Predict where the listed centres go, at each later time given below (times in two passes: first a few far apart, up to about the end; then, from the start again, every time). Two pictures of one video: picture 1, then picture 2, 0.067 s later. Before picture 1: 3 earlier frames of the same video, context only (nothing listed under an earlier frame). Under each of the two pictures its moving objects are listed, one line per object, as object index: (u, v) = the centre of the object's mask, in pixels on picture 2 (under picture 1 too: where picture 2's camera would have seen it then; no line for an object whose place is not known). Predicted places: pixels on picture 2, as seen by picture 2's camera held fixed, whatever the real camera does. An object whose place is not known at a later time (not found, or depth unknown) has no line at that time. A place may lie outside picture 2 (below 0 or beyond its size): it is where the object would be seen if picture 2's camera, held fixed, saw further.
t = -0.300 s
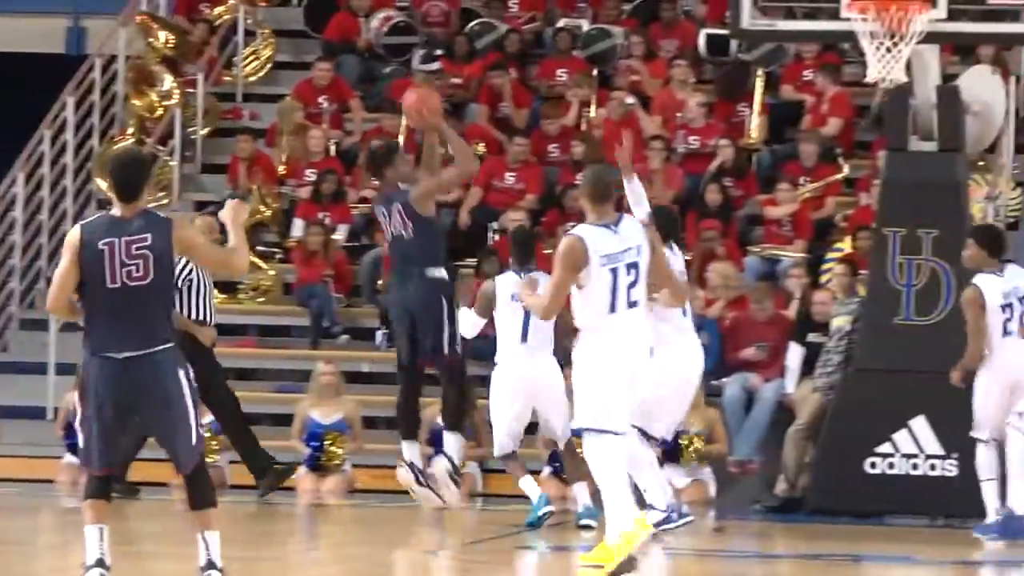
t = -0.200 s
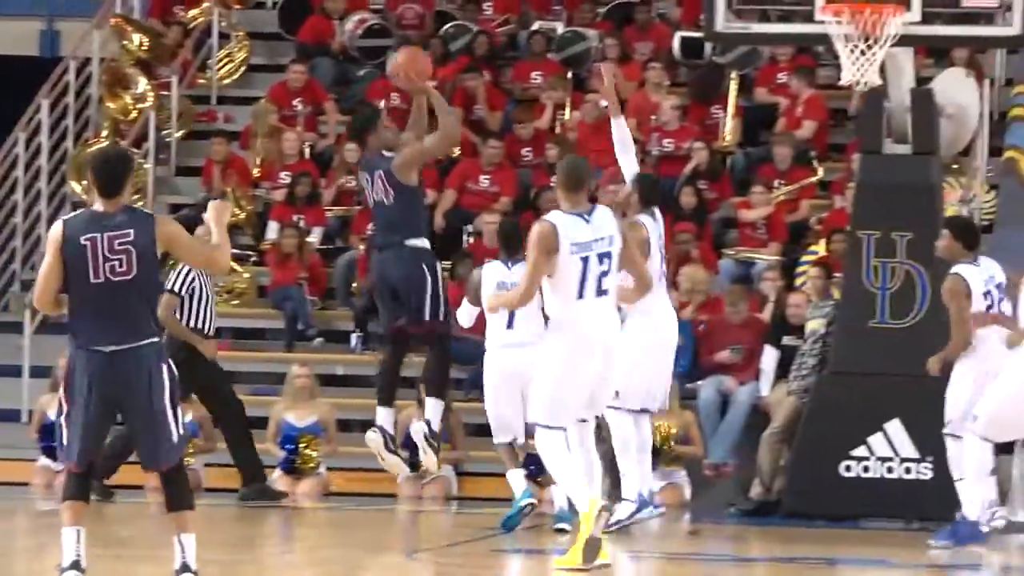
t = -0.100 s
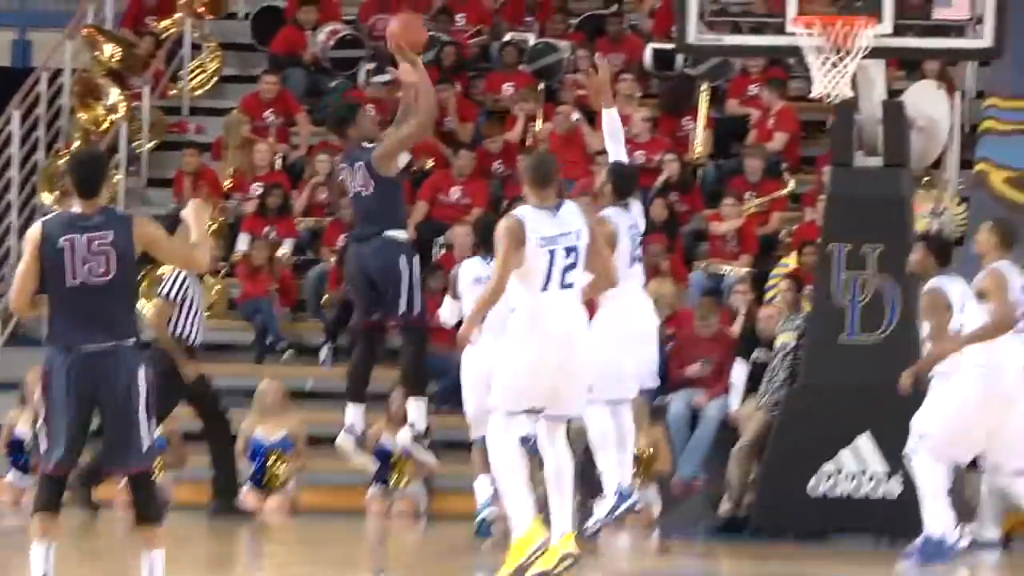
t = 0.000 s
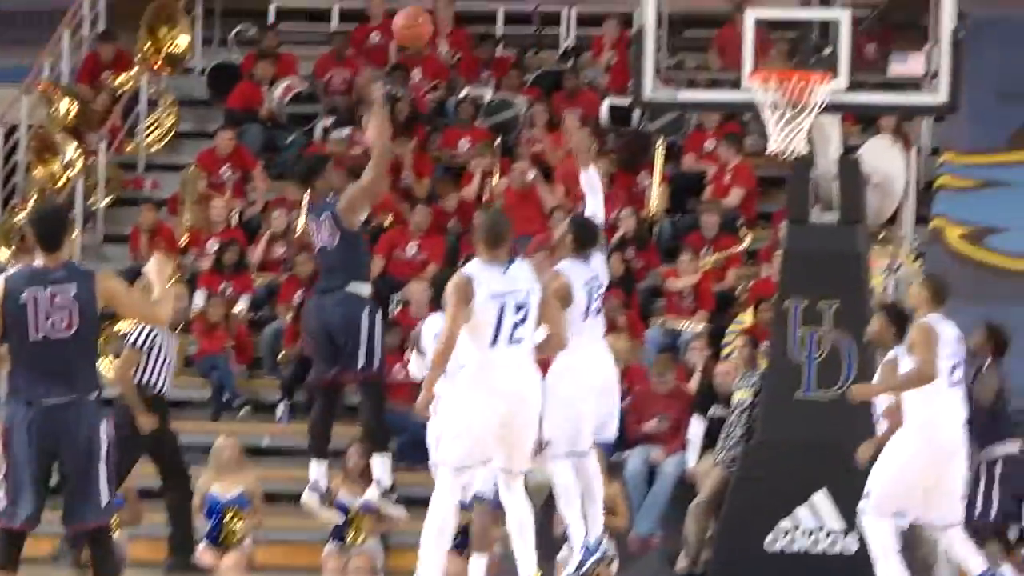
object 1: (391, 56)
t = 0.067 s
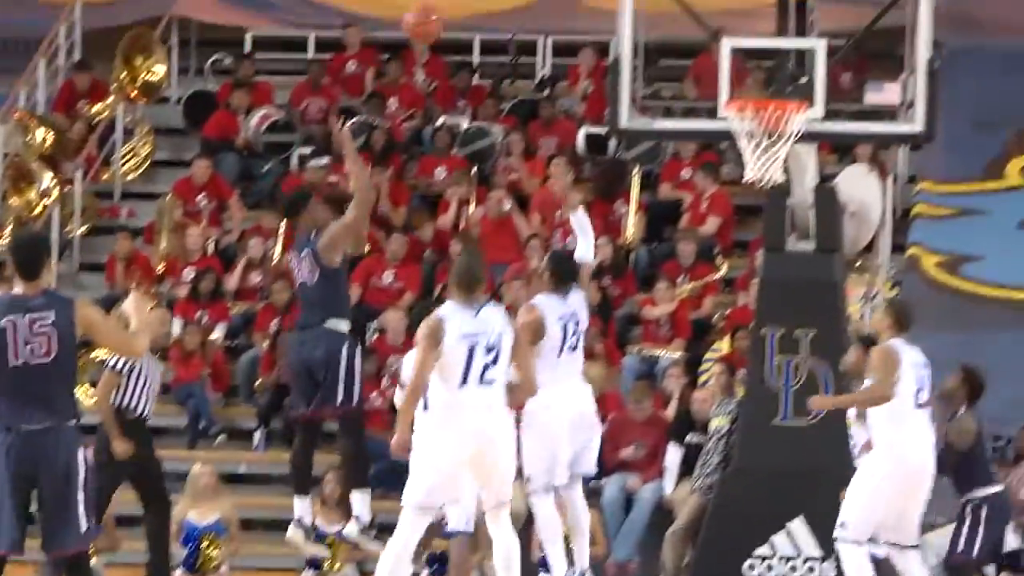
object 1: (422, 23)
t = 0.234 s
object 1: (505, -23)
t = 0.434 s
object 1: (600, -19)
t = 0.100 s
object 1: (441, 10)
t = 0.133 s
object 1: (457, 1)
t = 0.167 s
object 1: (473, -9)
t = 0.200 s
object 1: (488, -16)
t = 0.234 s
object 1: (505, -23)
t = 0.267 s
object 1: (523, -27)
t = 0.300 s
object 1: (538, -29)
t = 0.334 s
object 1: (555, -31)
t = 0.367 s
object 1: (569, -29)
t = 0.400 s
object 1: (584, -24)
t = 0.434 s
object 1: (600, -19)
